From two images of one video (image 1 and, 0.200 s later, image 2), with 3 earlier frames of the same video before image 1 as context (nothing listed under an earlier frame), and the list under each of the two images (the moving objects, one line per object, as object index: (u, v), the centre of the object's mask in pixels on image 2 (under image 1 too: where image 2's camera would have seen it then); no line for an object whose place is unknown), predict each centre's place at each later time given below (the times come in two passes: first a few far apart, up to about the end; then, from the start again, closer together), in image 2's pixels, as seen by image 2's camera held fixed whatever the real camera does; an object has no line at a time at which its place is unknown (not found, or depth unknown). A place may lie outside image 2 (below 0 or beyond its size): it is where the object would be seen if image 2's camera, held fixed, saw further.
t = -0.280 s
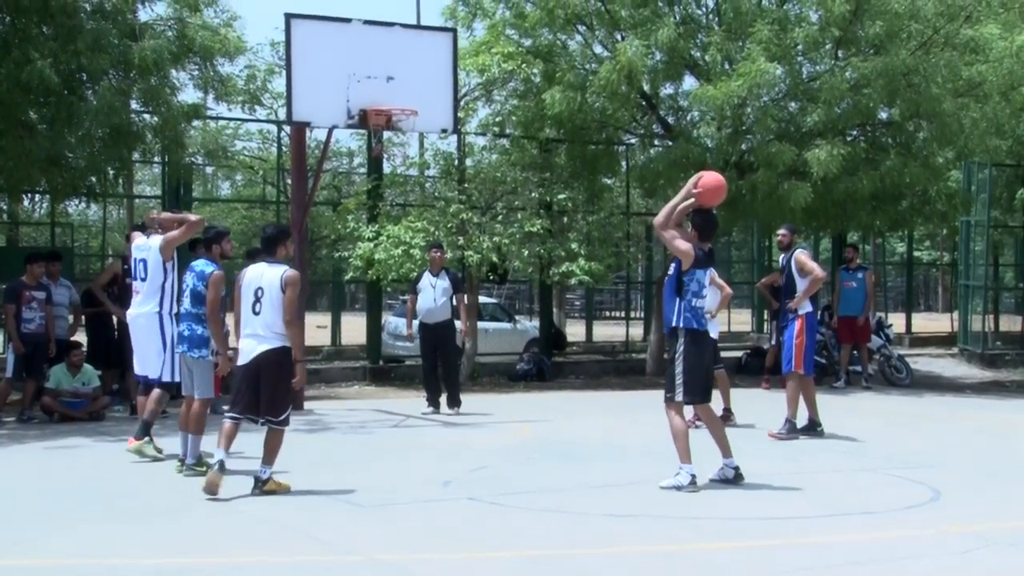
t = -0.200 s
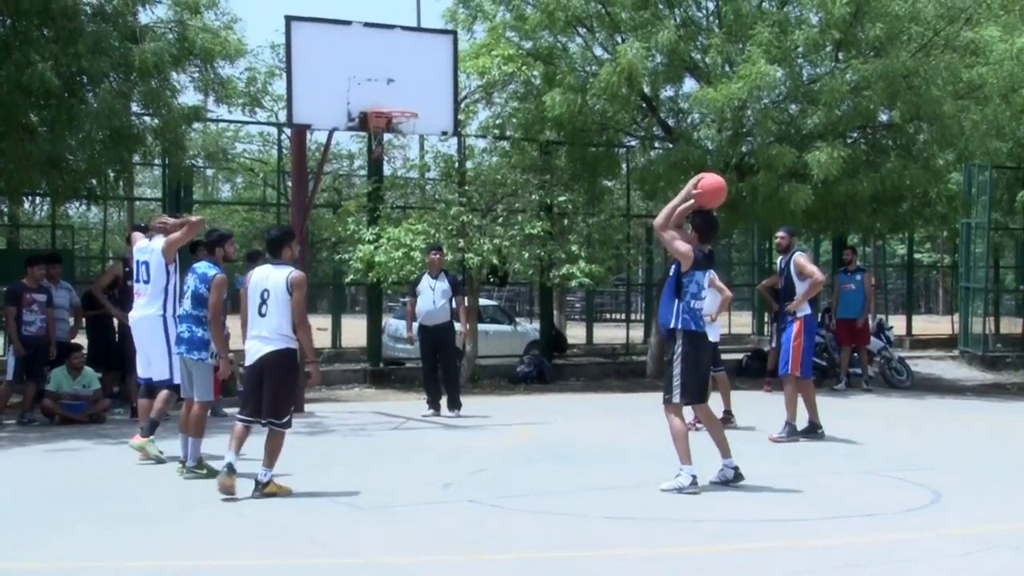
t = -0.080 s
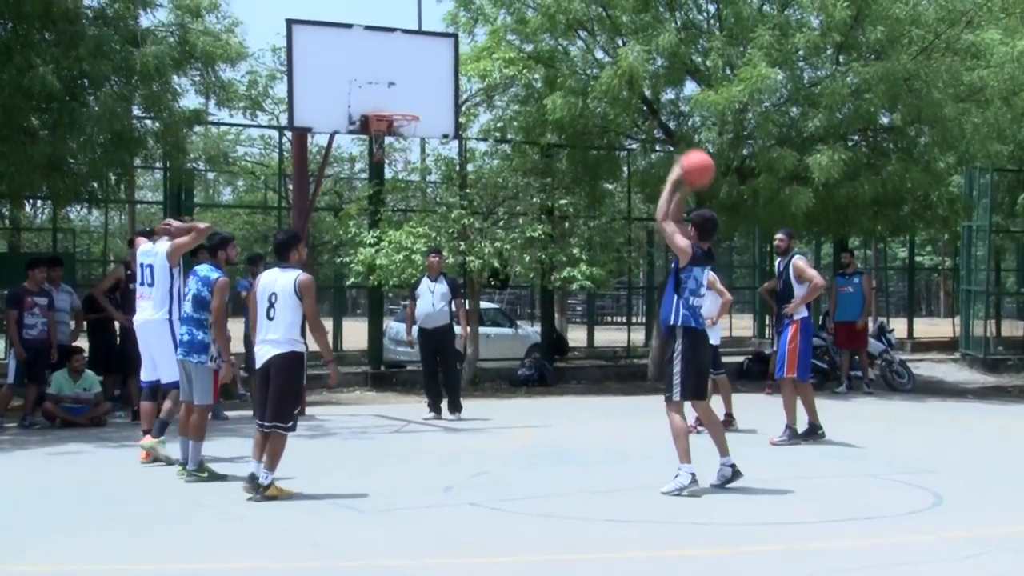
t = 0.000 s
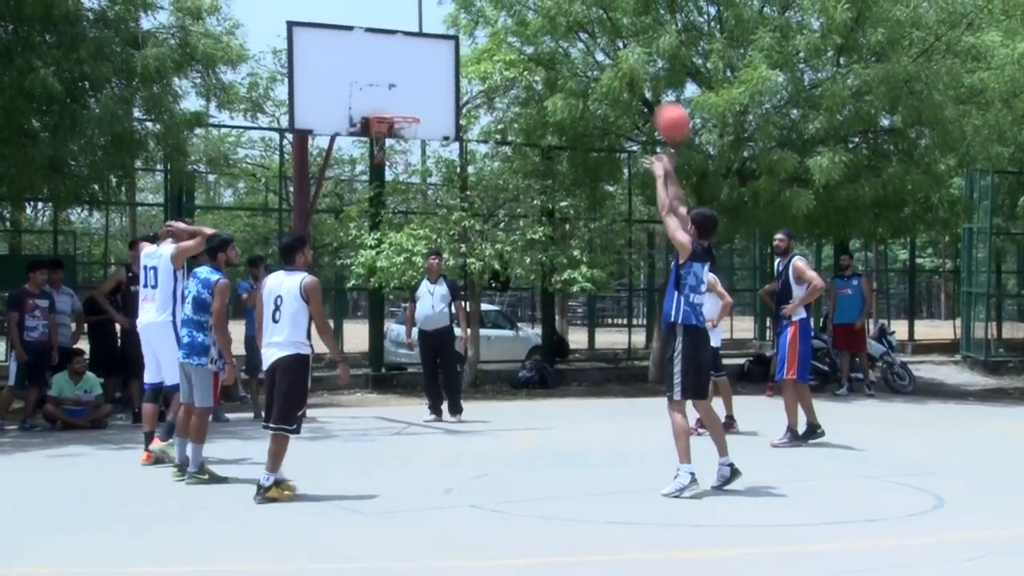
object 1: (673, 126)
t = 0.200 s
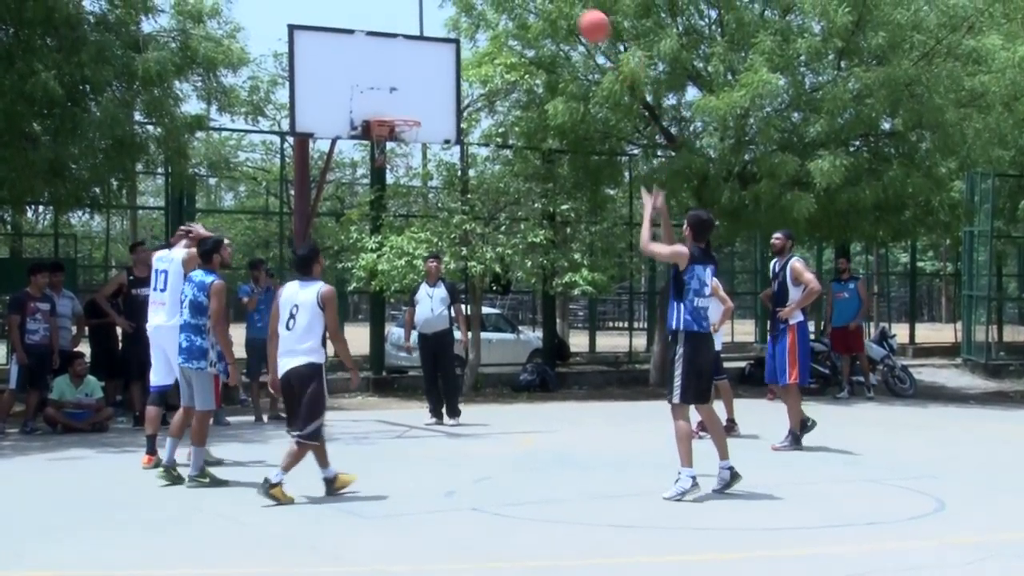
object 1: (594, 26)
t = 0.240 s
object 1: (579, 14)
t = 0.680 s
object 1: (446, 11)
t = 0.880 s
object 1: (397, 76)
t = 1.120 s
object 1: (382, 57)
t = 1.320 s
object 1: (393, 32)
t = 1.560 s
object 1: (406, 52)
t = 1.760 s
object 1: (416, 111)
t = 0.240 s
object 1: (579, 14)
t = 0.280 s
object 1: (565, 8)
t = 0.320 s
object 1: (551, 4)
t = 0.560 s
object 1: (478, 0)
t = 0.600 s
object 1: (465, 2)
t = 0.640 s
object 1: (456, 5)
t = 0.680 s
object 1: (446, 11)
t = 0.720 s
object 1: (435, 21)
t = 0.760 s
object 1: (425, 33)
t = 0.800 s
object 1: (415, 46)
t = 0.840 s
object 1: (406, 60)
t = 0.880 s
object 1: (397, 76)
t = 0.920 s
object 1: (388, 93)
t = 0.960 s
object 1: (379, 109)
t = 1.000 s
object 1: (379, 97)
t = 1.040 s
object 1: (379, 82)
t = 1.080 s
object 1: (380, 68)
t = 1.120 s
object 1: (382, 57)
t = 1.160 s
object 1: (384, 49)
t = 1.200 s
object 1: (387, 42)
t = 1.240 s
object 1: (388, 37)
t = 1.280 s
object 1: (391, 34)
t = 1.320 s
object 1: (393, 32)
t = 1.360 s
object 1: (395, 31)
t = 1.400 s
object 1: (397, 32)
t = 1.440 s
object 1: (399, 34)
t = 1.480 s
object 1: (401, 39)
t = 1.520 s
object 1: (403, 44)
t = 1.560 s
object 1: (406, 52)
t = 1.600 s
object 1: (408, 61)
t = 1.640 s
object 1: (410, 72)
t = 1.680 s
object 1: (412, 84)
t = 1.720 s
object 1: (414, 98)
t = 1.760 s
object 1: (416, 111)
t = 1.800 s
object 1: (415, 106)
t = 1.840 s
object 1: (414, 101)
